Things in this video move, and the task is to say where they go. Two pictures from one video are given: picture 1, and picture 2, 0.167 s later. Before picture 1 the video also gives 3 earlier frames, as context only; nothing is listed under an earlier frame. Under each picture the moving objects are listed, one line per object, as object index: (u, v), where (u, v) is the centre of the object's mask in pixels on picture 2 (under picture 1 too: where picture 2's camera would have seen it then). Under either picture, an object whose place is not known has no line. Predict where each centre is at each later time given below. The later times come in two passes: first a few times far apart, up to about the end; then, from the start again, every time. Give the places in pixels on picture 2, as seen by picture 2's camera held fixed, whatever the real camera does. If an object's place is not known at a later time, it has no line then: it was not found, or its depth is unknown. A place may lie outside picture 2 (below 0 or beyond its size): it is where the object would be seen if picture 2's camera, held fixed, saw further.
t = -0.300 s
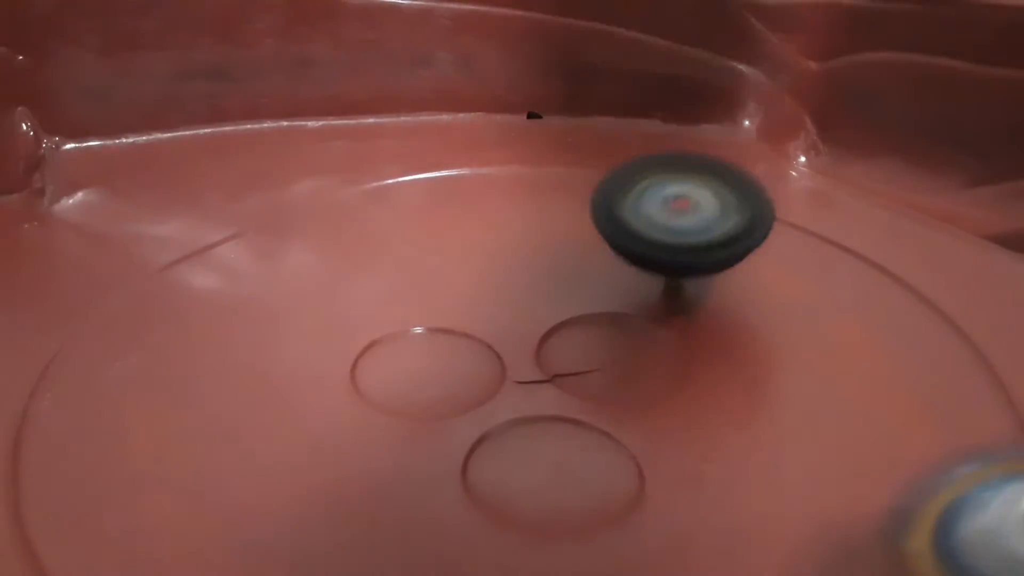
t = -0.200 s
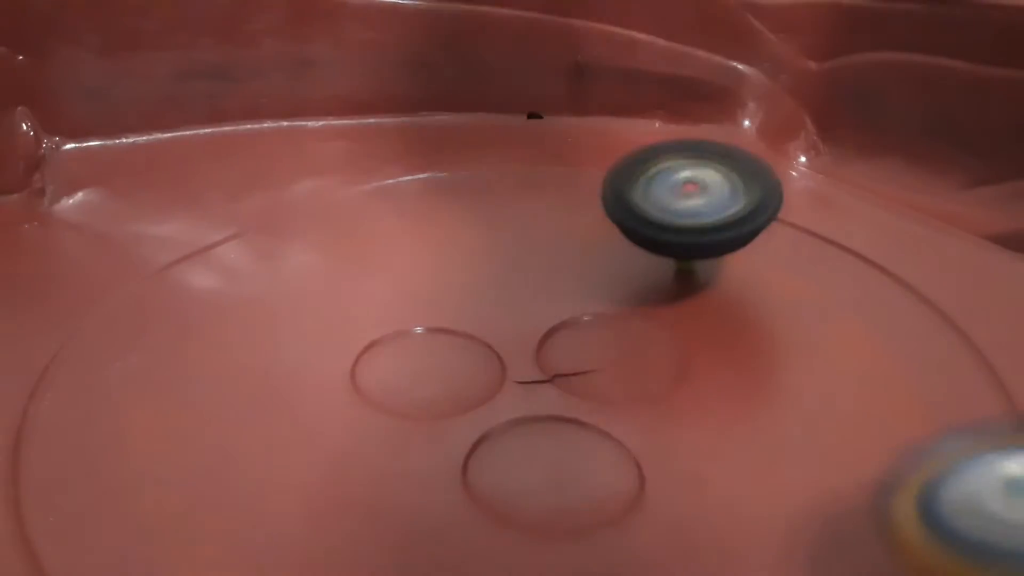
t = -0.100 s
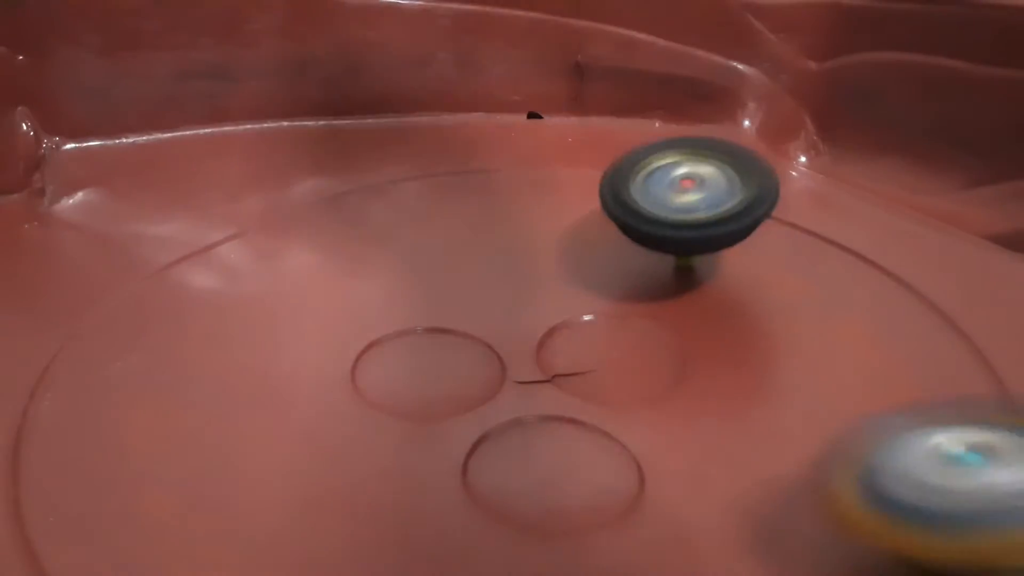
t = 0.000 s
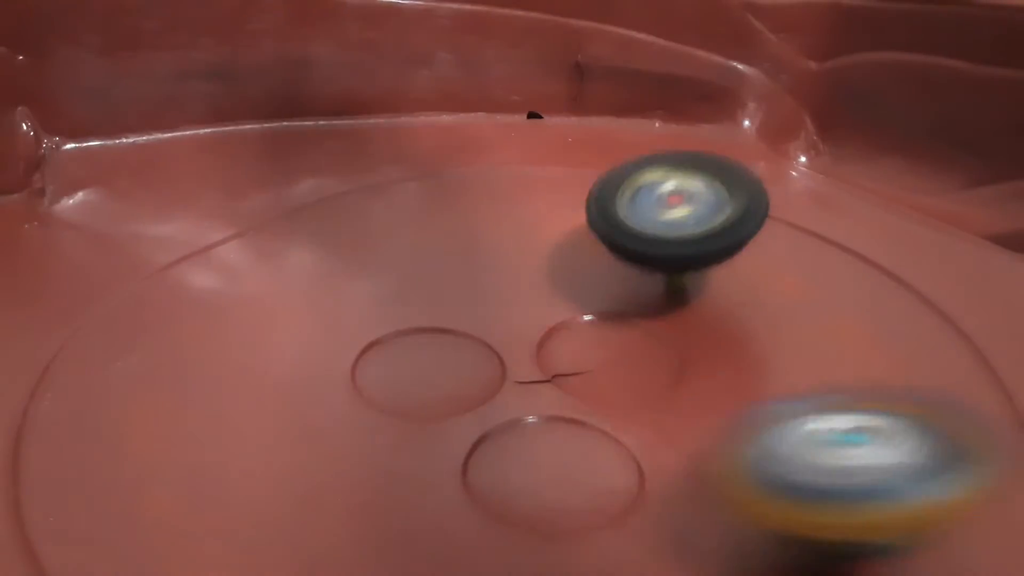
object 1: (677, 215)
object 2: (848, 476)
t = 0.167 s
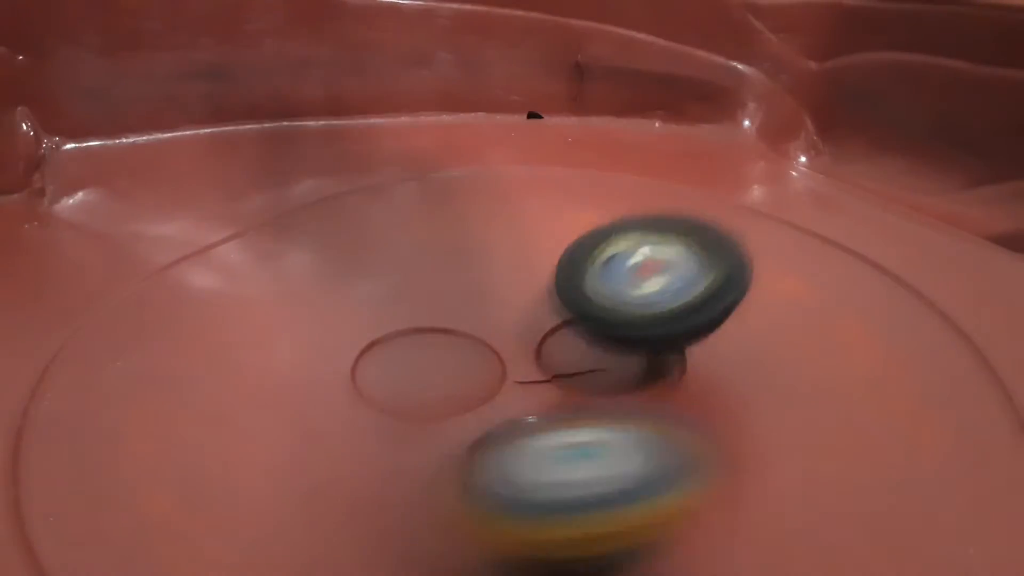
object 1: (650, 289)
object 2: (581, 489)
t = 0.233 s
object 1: (620, 311)
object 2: (467, 499)
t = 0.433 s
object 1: (599, 307)
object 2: (175, 514)
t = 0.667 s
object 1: (621, 315)
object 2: (152, 487)
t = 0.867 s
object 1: (603, 317)
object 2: (180, 437)
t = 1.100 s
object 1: (577, 310)
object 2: (193, 373)
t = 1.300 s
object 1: (587, 304)
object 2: (165, 318)
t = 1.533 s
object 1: (598, 302)
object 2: (111, 257)
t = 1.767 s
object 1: (584, 300)
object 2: (217, 212)
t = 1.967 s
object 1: (622, 290)
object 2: (276, 184)
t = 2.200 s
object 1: (592, 290)
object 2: (283, 183)
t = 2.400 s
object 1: (611, 299)
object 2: (289, 179)
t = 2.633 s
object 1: (614, 304)
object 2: (309, 191)
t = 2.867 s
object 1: (609, 307)
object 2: (416, 286)
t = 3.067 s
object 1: (737, 310)
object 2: (483, 344)
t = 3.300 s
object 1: (706, 312)
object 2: (459, 298)
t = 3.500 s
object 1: (660, 389)
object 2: (439, 314)
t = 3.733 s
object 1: (709, 435)
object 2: (453, 349)
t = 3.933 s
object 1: (705, 415)
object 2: (412, 316)
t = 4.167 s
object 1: (648, 360)
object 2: (368, 329)
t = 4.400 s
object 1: (550, 365)
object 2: (377, 322)
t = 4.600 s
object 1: (598, 417)
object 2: (412, 340)
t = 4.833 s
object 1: (692, 371)
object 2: (372, 319)
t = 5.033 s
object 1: (661, 369)
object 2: (451, 312)
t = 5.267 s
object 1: (525, 391)
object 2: (393, 299)
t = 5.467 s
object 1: (561, 411)
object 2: (474, 289)
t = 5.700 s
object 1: (581, 420)
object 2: (451, 302)
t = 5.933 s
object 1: (609, 410)
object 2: (438, 317)
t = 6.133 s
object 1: (570, 389)
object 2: (432, 309)
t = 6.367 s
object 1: (562, 416)
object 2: (411, 313)
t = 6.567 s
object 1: (578, 399)
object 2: (421, 314)
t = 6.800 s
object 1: (556, 392)
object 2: (410, 305)
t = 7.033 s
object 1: (613, 388)
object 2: (457, 303)
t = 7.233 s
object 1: (586, 378)
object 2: (418, 306)
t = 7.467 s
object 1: (619, 393)
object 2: (427, 336)
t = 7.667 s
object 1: (594, 407)
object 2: (433, 320)
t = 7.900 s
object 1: (541, 396)
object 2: (397, 311)
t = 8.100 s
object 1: (588, 396)
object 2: (407, 322)
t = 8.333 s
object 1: (586, 373)
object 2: (451, 290)
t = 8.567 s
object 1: (571, 387)
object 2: (421, 317)
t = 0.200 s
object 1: (631, 304)
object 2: (519, 494)
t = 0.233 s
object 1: (620, 311)
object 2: (467, 499)
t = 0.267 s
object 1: (610, 315)
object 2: (414, 502)
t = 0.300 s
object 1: (605, 318)
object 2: (361, 505)
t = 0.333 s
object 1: (602, 316)
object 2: (313, 507)
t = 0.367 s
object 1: (598, 315)
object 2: (263, 510)
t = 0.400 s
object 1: (598, 310)
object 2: (218, 511)
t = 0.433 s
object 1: (599, 307)
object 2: (175, 514)
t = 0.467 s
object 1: (602, 307)
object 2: (148, 512)
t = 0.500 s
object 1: (605, 309)
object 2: (144, 508)
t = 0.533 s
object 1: (610, 311)
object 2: (145, 506)
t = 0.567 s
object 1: (613, 315)
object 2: (145, 504)
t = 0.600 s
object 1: (618, 317)
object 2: (147, 499)
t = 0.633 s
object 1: (620, 316)
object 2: (149, 493)
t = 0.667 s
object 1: (621, 315)
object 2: (152, 487)
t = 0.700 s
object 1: (620, 313)
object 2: (157, 482)
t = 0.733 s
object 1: (620, 312)
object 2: (162, 475)
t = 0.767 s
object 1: (616, 313)
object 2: (164, 468)
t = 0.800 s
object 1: (609, 315)
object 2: (169, 456)
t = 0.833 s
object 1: (604, 317)
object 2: (172, 445)
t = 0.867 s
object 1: (603, 317)
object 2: (180, 437)
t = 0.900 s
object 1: (606, 315)
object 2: (180, 428)
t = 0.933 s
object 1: (607, 313)
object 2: (185, 420)
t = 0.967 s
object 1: (605, 313)
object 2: (183, 411)
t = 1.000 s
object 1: (599, 311)
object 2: (186, 403)
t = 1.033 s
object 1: (589, 310)
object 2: (192, 392)
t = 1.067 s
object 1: (579, 309)
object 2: (194, 383)
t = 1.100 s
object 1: (577, 310)
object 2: (193, 373)
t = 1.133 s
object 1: (588, 312)
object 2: (188, 366)
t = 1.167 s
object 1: (598, 312)
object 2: (187, 354)
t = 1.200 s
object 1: (602, 310)
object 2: (183, 345)
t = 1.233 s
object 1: (600, 308)
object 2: (177, 334)
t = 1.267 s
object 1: (594, 305)
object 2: (171, 327)
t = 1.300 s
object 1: (587, 304)
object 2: (165, 318)
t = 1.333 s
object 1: (585, 308)
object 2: (159, 311)
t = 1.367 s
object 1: (581, 309)
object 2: (151, 298)
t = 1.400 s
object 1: (589, 312)
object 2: (143, 290)
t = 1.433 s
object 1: (597, 310)
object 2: (134, 280)
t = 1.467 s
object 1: (602, 309)
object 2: (125, 273)
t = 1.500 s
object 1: (602, 309)
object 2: (116, 265)
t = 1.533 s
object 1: (598, 302)
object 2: (111, 257)
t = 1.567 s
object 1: (589, 294)
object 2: (121, 244)
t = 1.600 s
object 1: (585, 293)
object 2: (140, 237)
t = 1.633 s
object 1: (581, 289)
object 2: (155, 231)
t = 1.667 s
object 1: (577, 290)
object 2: (165, 222)
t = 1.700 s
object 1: (572, 294)
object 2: (177, 212)
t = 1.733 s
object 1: (573, 297)
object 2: (197, 208)
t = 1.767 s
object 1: (584, 300)
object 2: (217, 212)
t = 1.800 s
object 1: (599, 311)
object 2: (231, 204)
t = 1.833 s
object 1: (611, 309)
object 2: (242, 196)
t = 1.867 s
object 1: (620, 309)
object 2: (253, 193)
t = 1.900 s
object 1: (624, 305)
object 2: (262, 188)
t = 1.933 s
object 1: (628, 295)
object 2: (270, 186)
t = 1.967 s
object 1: (622, 290)
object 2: (276, 184)
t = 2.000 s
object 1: (608, 289)
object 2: (279, 183)
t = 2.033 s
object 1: (599, 285)
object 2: (282, 183)
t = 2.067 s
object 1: (593, 281)
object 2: (282, 182)
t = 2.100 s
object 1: (587, 282)
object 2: (282, 181)
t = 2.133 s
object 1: (587, 283)
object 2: (284, 182)
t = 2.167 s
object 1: (589, 284)
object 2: (284, 183)
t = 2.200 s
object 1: (592, 290)
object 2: (283, 183)
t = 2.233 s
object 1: (596, 294)
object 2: (283, 183)
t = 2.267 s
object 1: (602, 294)
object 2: (283, 183)
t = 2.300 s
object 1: (604, 297)
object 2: (284, 182)
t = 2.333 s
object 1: (607, 302)
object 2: (285, 180)
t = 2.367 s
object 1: (609, 299)
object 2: (287, 178)
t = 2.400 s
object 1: (611, 299)
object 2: (289, 179)
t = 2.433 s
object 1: (614, 301)
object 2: (292, 180)
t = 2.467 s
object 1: (617, 302)
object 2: (293, 180)
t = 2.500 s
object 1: (619, 303)
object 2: (295, 180)
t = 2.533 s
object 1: (619, 304)
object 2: (297, 180)
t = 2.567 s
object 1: (618, 305)
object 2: (300, 182)
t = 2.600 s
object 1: (616, 304)
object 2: (304, 185)
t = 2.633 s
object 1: (614, 304)
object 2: (309, 191)
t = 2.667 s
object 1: (611, 304)
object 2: (315, 199)
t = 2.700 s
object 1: (610, 304)
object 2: (326, 203)
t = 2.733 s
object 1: (609, 304)
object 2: (330, 218)
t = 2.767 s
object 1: (609, 305)
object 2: (346, 229)
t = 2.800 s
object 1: (608, 305)
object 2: (363, 247)
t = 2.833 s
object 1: (608, 306)
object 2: (388, 264)
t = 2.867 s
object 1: (609, 307)
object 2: (416, 286)
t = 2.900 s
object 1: (642, 318)
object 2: (417, 304)
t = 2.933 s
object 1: (679, 303)
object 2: (416, 320)
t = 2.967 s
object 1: (708, 305)
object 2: (425, 332)
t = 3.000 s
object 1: (723, 307)
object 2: (440, 342)
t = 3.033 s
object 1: (732, 309)
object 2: (463, 345)
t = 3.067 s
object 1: (737, 310)
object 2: (483, 344)
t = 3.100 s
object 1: (737, 310)
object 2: (485, 339)
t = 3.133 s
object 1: (733, 309)
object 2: (477, 327)
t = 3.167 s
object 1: (728, 309)
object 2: (465, 321)
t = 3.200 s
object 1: (723, 308)
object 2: (460, 312)
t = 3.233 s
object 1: (718, 308)
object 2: (459, 299)
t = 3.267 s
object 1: (712, 309)
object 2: (461, 298)
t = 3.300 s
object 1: (706, 312)
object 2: (459, 298)
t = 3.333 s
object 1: (702, 315)
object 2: (457, 300)
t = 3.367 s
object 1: (697, 321)
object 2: (459, 311)
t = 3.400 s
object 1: (680, 333)
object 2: (456, 321)
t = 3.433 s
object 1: (663, 346)
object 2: (458, 323)
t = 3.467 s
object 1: (659, 367)
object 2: (451, 318)
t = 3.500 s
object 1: (660, 389)
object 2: (439, 314)
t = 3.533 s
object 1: (663, 404)
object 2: (428, 314)
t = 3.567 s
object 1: (666, 416)
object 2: (418, 319)
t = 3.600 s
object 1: (674, 422)
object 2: (416, 327)
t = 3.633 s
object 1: (685, 423)
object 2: (418, 339)
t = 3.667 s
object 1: (695, 427)
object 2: (424, 348)
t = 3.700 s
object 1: (701, 430)
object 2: (438, 353)
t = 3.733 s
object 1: (709, 435)
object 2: (453, 349)
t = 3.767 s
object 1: (718, 437)
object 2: (469, 335)
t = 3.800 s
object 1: (725, 438)
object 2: (476, 323)
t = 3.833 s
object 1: (729, 435)
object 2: (473, 313)
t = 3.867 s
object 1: (726, 429)
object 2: (457, 306)
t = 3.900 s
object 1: (717, 423)
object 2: (433, 312)
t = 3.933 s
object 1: (705, 415)
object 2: (412, 316)
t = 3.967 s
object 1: (690, 407)
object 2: (394, 325)
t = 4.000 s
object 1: (672, 397)
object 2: (385, 337)
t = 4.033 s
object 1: (652, 387)
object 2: (384, 352)
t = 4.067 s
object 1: (630, 381)
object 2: (395, 357)
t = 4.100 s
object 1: (642, 368)
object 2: (389, 344)
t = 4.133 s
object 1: (650, 366)
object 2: (371, 340)
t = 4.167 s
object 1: (648, 360)
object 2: (368, 329)
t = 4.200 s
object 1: (643, 356)
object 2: (370, 321)
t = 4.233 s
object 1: (637, 352)
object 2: (375, 317)
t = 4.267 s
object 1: (627, 348)
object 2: (385, 313)
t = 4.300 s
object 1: (616, 341)
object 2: (389, 317)
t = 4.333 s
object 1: (600, 343)
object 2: (392, 318)
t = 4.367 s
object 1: (574, 357)
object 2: (386, 322)
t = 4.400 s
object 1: (550, 365)
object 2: (377, 322)
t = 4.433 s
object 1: (537, 388)
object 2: (368, 320)
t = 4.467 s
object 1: (536, 398)
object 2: (366, 319)
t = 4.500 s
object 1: (540, 407)
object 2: (372, 330)
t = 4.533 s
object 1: (552, 415)
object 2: (384, 336)
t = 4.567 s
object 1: (571, 417)
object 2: (401, 340)
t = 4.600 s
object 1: (598, 417)
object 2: (412, 340)
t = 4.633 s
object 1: (615, 408)
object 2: (416, 333)
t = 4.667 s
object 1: (630, 392)
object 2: (413, 324)
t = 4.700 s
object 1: (643, 383)
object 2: (407, 315)
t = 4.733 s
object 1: (657, 378)
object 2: (403, 306)
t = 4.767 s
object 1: (668, 374)
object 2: (394, 303)
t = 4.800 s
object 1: (681, 373)
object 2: (384, 306)
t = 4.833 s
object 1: (692, 371)
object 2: (372, 319)
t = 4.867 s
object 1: (694, 372)
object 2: (380, 327)
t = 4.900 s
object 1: (692, 372)
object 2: (387, 336)
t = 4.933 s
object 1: (686, 372)
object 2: (403, 337)
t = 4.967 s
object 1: (679, 371)
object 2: (422, 334)
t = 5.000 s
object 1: (669, 370)
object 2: (441, 322)
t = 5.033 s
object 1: (661, 369)
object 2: (451, 312)
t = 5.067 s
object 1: (652, 367)
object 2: (455, 293)
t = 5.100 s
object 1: (635, 367)
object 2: (446, 296)
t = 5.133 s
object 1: (601, 368)
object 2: (434, 294)
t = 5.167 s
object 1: (575, 369)
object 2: (415, 298)
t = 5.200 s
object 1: (551, 369)
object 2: (399, 300)
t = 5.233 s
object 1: (531, 371)
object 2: (390, 298)
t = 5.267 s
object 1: (525, 391)
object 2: (393, 299)
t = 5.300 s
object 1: (518, 403)
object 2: (400, 303)
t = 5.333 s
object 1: (517, 409)
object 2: (413, 309)
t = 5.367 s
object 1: (523, 413)
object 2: (439, 303)
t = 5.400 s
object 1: (536, 414)
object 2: (462, 300)
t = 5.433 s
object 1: (549, 413)
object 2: (476, 292)
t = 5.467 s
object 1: (561, 411)
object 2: (474, 289)
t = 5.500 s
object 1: (571, 409)
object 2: (455, 297)
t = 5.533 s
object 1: (578, 406)
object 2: (436, 309)
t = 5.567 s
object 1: (579, 402)
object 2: (431, 312)
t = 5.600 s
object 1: (576, 398)
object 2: (431, 316)
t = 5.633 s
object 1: (572, 399)
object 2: (436, 315)
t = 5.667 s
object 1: (579, 412)
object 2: (453, 303)
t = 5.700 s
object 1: (581, 420)
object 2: (451, 302)
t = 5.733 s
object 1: (581, 418)
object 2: (444, 300)
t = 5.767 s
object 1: (578, 415)
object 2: (431, 303)
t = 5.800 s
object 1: (579, 409)
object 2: (422, 308)
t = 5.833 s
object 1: (581, 403)
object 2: (420, 316)
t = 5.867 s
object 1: (582, 399)
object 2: (423, 322)
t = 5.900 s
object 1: (590, 407)
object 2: (432, 322)
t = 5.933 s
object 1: (609, 410)
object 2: (438, 317)
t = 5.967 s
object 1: (613, 406)
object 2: (441, 315)
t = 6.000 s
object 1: (608, 402)
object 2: (443, 313)
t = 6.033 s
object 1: (601, 397)
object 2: (442, 312)
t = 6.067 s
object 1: (590, 392)
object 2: (439, 311)
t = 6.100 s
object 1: (578, 388)
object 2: (436, 310)
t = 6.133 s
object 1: (570, 389)
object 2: (432, 309)
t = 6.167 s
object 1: (564, 392)
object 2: (427, 308)
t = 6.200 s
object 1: (551, 397)
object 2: (422, 308)
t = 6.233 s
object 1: (541, 400)
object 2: (421, 309)
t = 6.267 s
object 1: (540, 413)
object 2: (425, 307)
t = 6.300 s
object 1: (545, 419)
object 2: (424, 306)
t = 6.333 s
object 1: (552, 419)
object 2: (418, 309)
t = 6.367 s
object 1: (562, 416)
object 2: (411, 313)
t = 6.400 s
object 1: (568, 411)
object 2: (405, 317)
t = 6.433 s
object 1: (571, 406)
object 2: (404, 320)
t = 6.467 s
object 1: (568, 400)
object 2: (404, 322)
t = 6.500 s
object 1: (570, 399)
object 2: (410, 321)
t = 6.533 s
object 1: (578, 402)
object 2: (415, 320)
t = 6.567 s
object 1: (578, 399)
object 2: (421, 314)
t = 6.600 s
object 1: (574, 396)
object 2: (422, 312)
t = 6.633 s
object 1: (569, 394)
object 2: (423, 309)
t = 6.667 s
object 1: (564, 390)
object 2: (422, 307)
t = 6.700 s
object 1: (559, 387)
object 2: (417, 305)
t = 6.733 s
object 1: (552, 383)
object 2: (409, 305)
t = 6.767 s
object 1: (549, 382)
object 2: (409, 304)
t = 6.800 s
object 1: (556, 392)
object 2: (410, 305)
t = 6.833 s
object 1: (563, 397)
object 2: (411, 309)
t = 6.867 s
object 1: (568, 399)
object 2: (412, 314)
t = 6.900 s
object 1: (578, 400)
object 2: (418, 319)
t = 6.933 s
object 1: (590, 399)
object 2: (426, 322)
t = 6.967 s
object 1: (600, 398)
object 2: (435, 322)
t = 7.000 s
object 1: (609, 394)
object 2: (442, 322)
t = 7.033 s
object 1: (613, 388)
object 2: (457, 303)
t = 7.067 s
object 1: (613, 383)
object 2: (458, 300)
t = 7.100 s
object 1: (609, 379)
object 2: (447, 312)
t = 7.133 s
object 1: (603, 374)
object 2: (447, 304)
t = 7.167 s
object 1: (592, 370)
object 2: (434, 308)
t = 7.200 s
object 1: (580, 368)
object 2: (425, 308)
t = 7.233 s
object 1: (586, 378)
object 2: (418, 306)
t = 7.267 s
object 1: (589, 387)
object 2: (413, 309)
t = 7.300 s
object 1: (590, 392)
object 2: (407, 317)
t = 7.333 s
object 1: (595, 394)
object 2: (408, 324)
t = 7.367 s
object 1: (602, 395)
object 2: (414, 329)
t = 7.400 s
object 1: (606, 395)
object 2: (419, 334)
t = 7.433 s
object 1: (609, 392)
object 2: (423, 337)
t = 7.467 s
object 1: (619, 393)
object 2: (427, 336)
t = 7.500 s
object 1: (611, 398)
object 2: (430, 334)
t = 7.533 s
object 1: (600, 400)
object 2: (431, 332)
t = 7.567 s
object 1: (592, 401)
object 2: (432, 331)
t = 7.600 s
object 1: (592, 405)
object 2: (433, 326)
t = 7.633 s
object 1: (594, 407)
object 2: (432, 323)
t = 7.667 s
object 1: (594, 407)
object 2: (433, 320)
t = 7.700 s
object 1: (592, 408)
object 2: (431, 317)
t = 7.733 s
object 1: (587, 408)
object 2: (431, 313)
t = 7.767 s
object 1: (579, 405)
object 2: (422, 311)
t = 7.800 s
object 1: (570, 405)
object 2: (415, 310)
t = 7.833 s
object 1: (563, 403)
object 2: (411, 310)
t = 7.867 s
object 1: (553, 399)
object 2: (405, 311)
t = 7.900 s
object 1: (541, 396)
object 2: (397, 311)
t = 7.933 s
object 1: (556, 402)
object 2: (403, 309)
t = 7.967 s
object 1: (567, 404)
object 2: (402, 310)
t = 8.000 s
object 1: (576, 405)
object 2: (401, 313)
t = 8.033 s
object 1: (578, 403)
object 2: (401, 317)
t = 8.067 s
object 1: (584, 399)
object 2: (402, 321)
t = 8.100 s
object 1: (588, 396)
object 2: (407, 322)
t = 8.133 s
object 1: (590, 392)
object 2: (414, 321)
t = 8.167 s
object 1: (590, 388)
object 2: (421, 321)
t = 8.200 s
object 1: (591, 384)
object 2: (426, 321)
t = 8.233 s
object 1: (591, 380)
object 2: (432, 318)
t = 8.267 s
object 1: (591, 376)
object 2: (440, 311)
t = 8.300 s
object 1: (588, 375)
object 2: (449, 294)
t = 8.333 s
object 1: (586, 373)
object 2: (451, 290)
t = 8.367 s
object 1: (585, 372)
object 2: (447, 288)
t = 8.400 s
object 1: (580, 371)
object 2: (438, 297)
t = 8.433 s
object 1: (575, 372)
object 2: (426, 305)
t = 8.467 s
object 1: (572, 373)
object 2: (420, 309)
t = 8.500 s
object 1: (568, 375)
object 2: (415, 312)
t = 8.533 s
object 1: (568, 381)
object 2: (417, 315)
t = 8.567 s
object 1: (571, 387)
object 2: (421, 317)
